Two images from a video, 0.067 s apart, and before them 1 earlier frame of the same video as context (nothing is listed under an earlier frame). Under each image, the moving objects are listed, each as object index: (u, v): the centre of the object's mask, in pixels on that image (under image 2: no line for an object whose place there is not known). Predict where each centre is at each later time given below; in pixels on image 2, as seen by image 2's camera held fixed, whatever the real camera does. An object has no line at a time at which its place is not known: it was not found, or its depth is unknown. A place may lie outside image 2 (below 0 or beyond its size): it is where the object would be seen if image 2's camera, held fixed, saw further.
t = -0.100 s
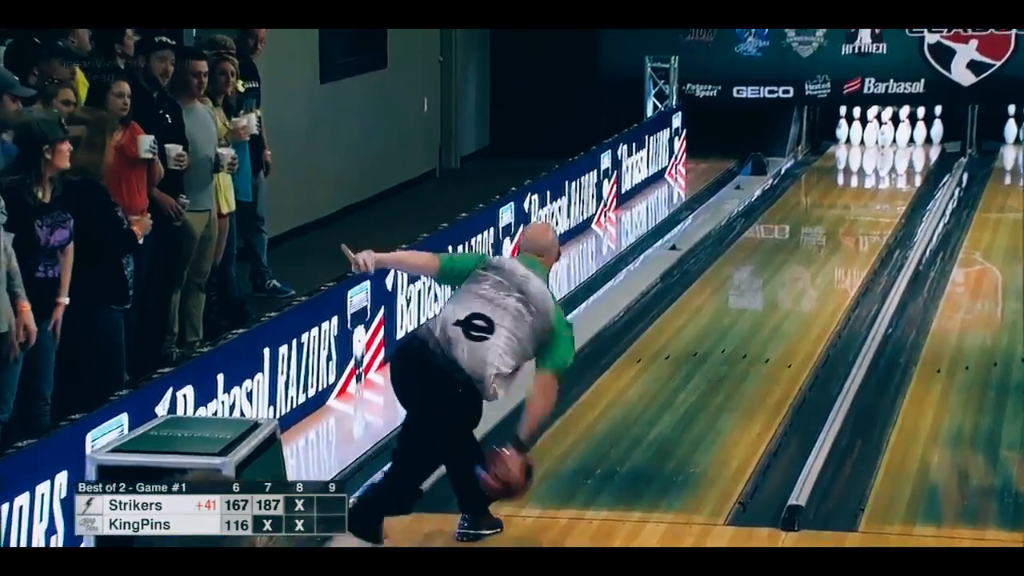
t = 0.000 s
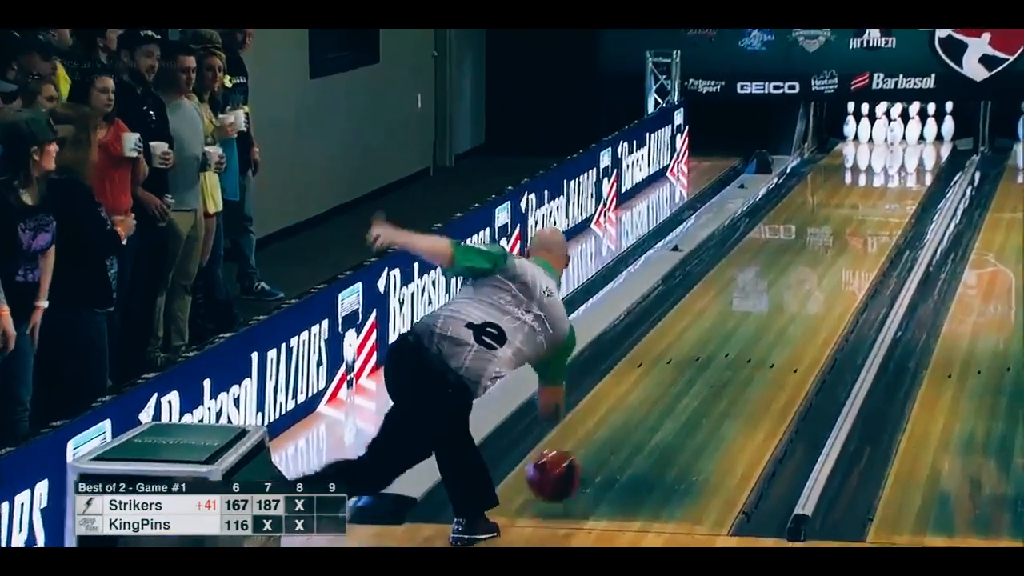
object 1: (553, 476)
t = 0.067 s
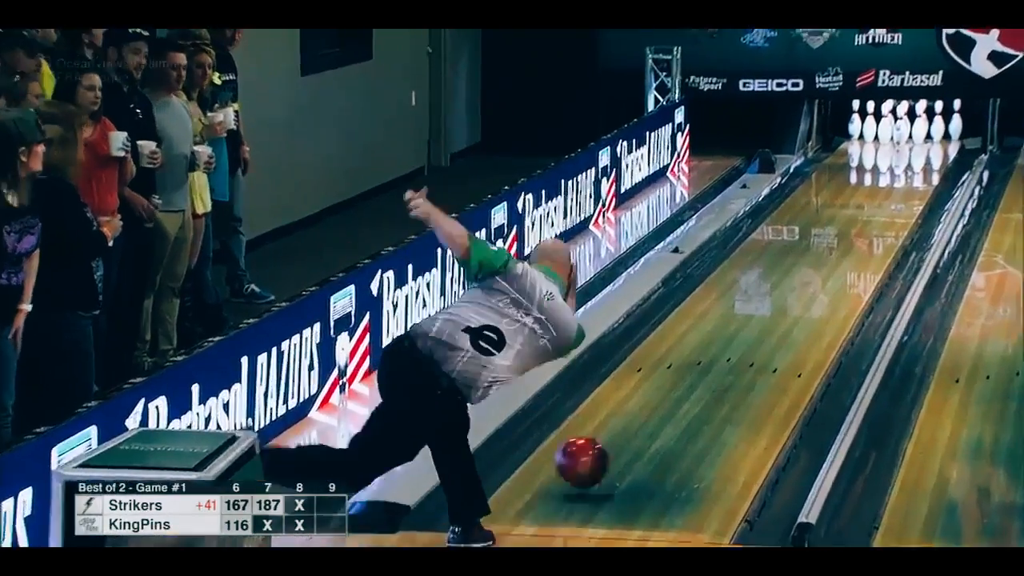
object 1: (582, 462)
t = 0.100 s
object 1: (597, 456)
